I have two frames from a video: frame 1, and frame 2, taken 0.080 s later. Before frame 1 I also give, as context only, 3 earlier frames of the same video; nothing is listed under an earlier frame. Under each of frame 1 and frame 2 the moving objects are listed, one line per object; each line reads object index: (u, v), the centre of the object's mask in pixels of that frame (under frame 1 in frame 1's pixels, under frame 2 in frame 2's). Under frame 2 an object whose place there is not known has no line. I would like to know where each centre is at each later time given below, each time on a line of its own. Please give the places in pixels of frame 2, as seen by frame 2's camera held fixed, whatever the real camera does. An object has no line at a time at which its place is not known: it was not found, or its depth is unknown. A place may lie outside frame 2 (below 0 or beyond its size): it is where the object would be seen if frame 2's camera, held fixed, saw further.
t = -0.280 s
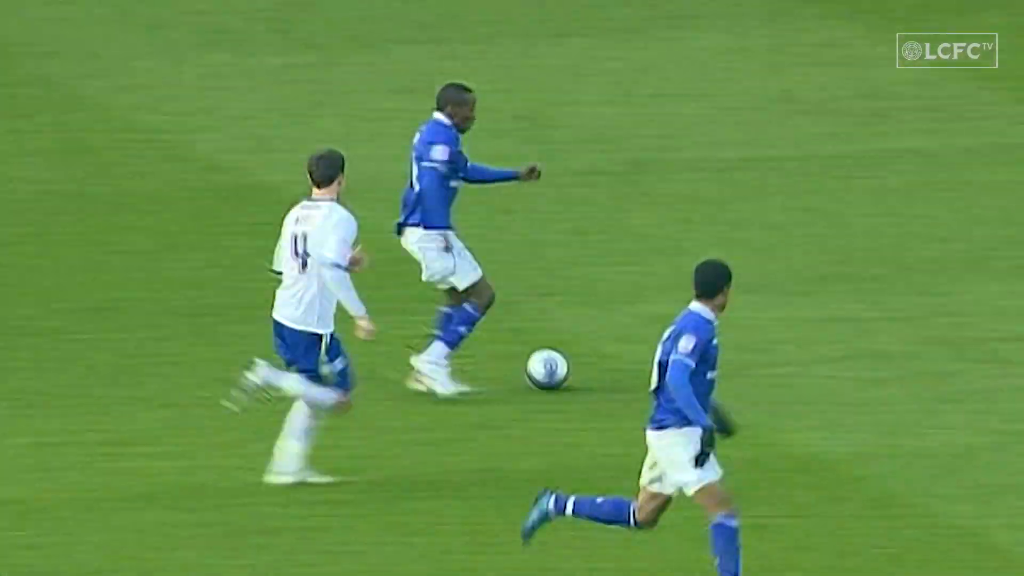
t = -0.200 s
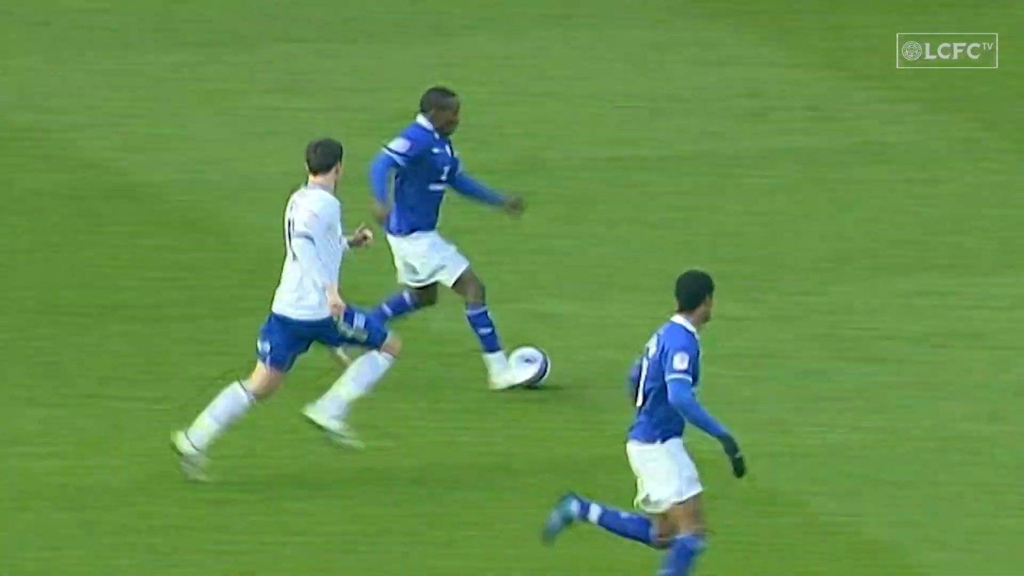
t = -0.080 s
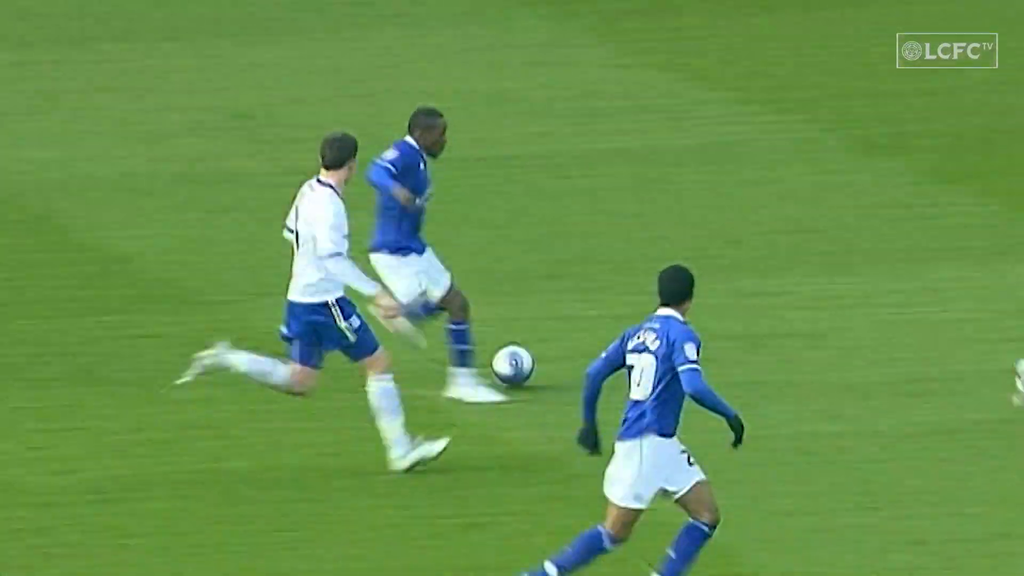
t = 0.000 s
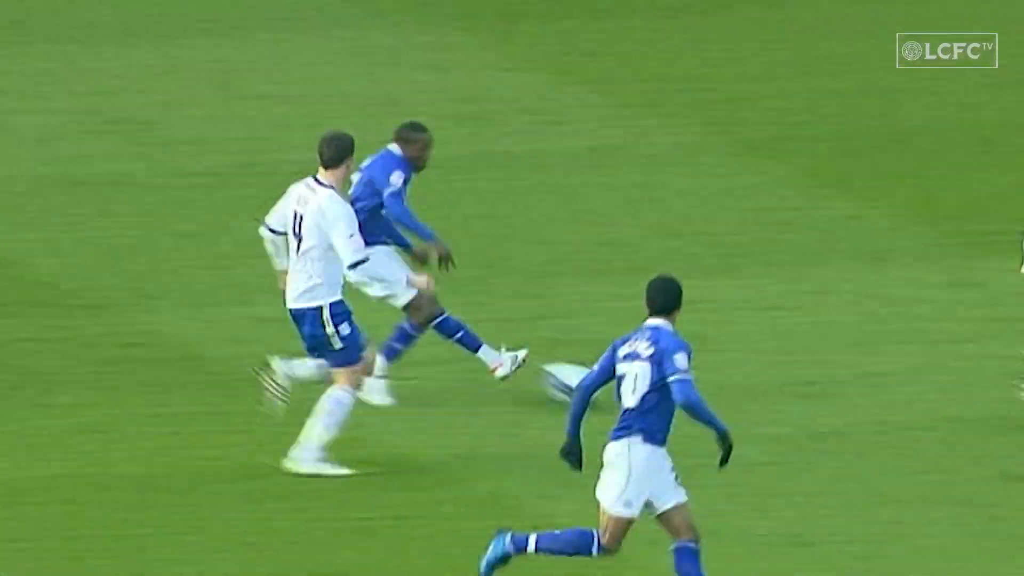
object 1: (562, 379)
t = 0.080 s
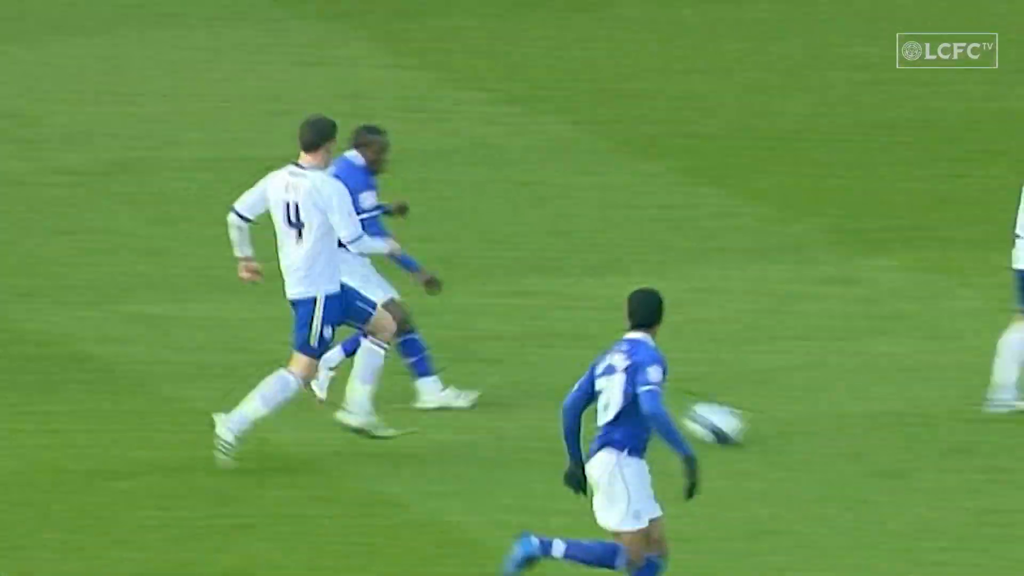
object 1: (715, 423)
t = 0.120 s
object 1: (783, 437)
